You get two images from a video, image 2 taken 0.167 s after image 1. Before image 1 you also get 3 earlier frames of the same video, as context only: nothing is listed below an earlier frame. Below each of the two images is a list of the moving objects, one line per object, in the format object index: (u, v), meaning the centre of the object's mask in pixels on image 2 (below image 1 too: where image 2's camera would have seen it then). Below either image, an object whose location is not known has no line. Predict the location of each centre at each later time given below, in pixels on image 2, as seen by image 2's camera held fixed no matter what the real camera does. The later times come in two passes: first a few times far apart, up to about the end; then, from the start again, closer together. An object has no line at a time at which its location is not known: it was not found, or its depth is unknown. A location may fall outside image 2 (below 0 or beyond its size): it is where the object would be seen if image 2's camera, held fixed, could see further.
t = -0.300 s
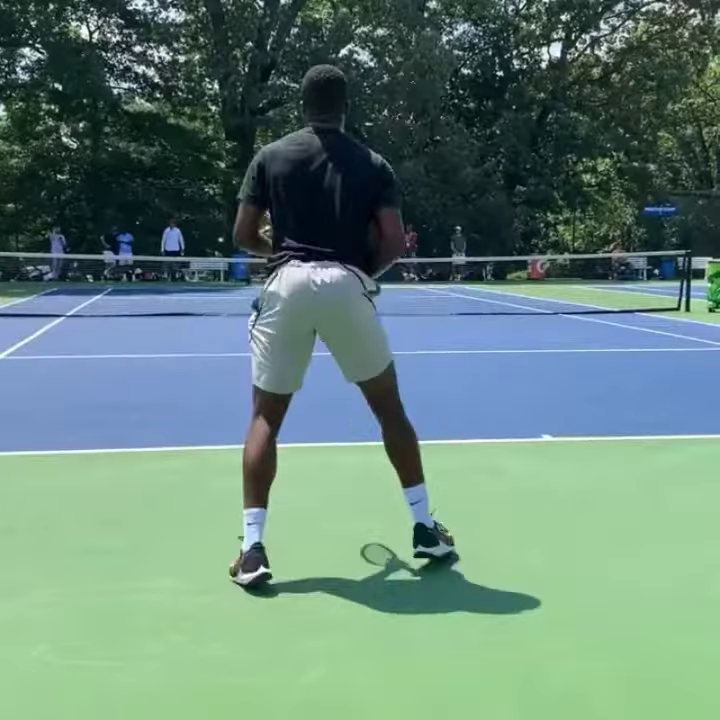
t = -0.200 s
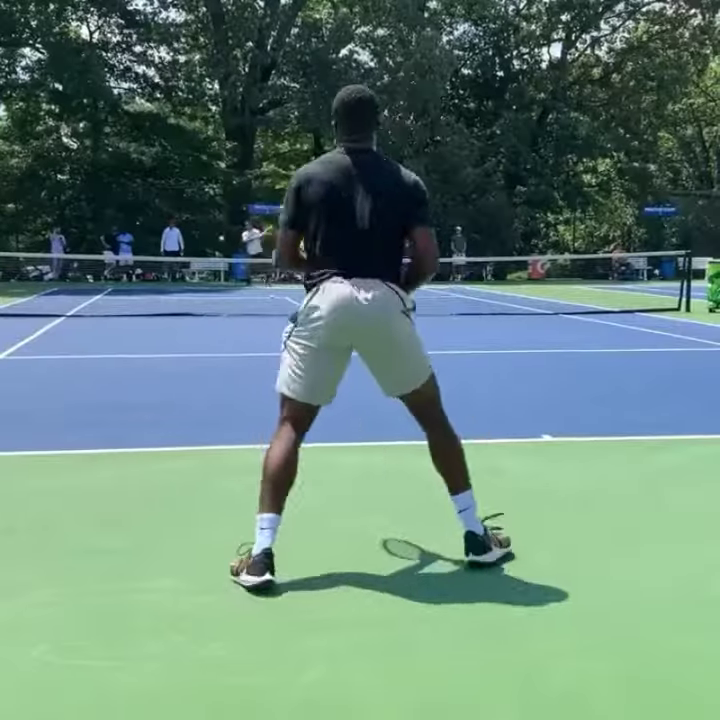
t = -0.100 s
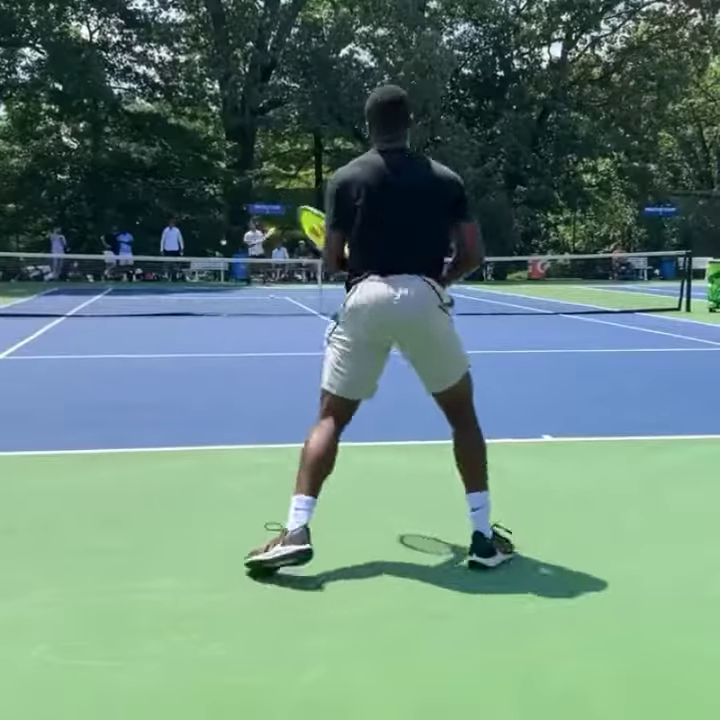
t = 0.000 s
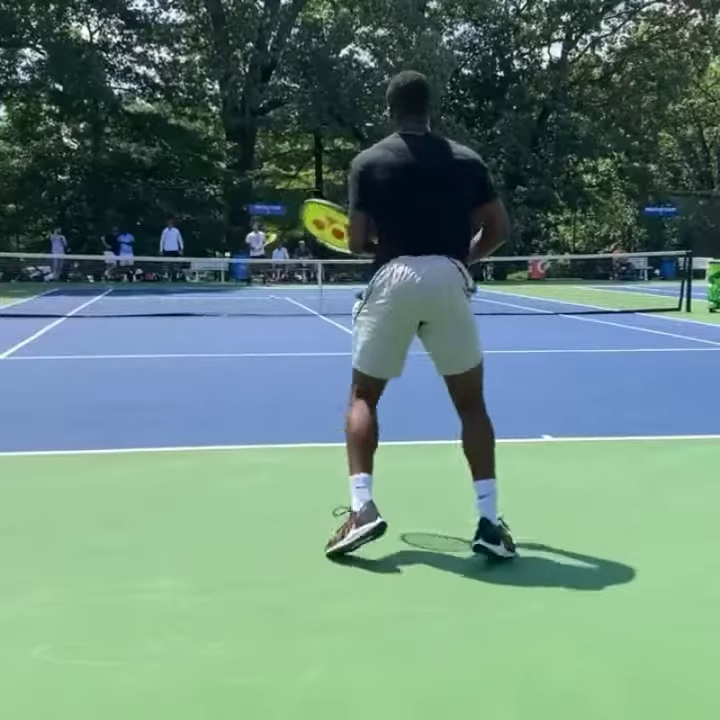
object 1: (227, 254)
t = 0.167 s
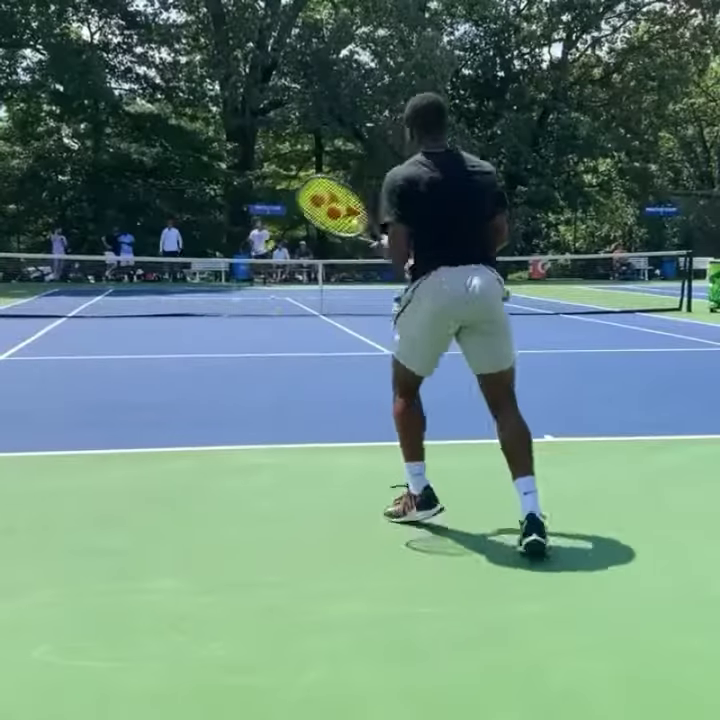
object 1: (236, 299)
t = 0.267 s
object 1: (243, 348)
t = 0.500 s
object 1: (275, 312)
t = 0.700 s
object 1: (312, 325)
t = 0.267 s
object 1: (243, 348)
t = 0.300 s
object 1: (248, 348)
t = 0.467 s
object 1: (268, 315)
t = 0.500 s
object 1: (275, 312)
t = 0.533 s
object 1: (279, 311)
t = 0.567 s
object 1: (283, 310)
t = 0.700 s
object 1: (312, 325)
